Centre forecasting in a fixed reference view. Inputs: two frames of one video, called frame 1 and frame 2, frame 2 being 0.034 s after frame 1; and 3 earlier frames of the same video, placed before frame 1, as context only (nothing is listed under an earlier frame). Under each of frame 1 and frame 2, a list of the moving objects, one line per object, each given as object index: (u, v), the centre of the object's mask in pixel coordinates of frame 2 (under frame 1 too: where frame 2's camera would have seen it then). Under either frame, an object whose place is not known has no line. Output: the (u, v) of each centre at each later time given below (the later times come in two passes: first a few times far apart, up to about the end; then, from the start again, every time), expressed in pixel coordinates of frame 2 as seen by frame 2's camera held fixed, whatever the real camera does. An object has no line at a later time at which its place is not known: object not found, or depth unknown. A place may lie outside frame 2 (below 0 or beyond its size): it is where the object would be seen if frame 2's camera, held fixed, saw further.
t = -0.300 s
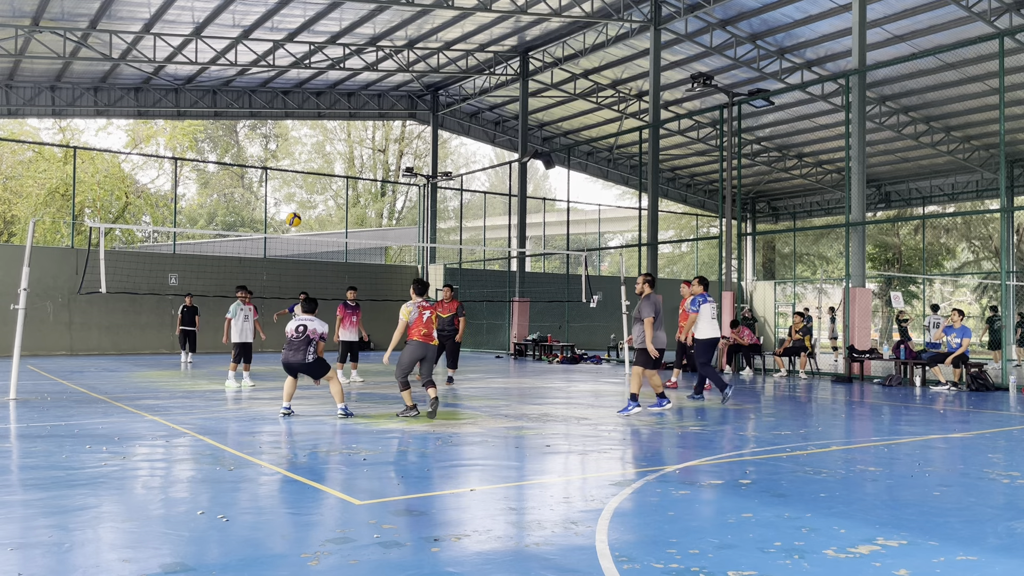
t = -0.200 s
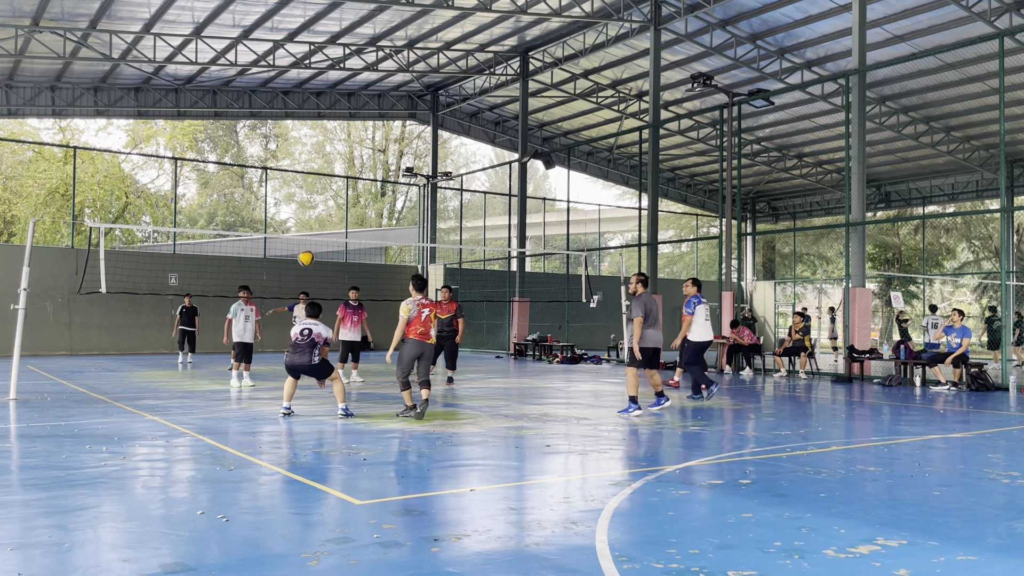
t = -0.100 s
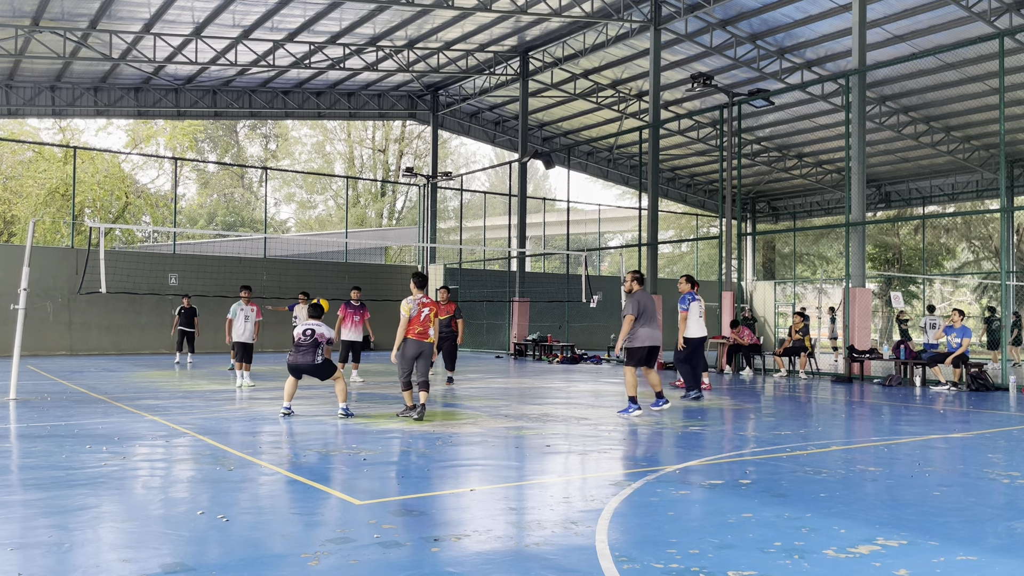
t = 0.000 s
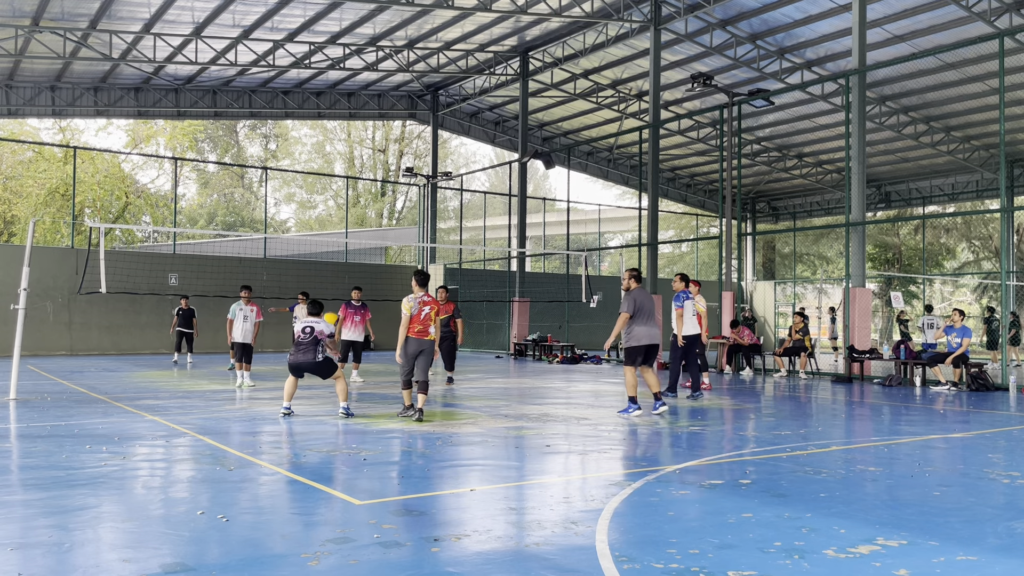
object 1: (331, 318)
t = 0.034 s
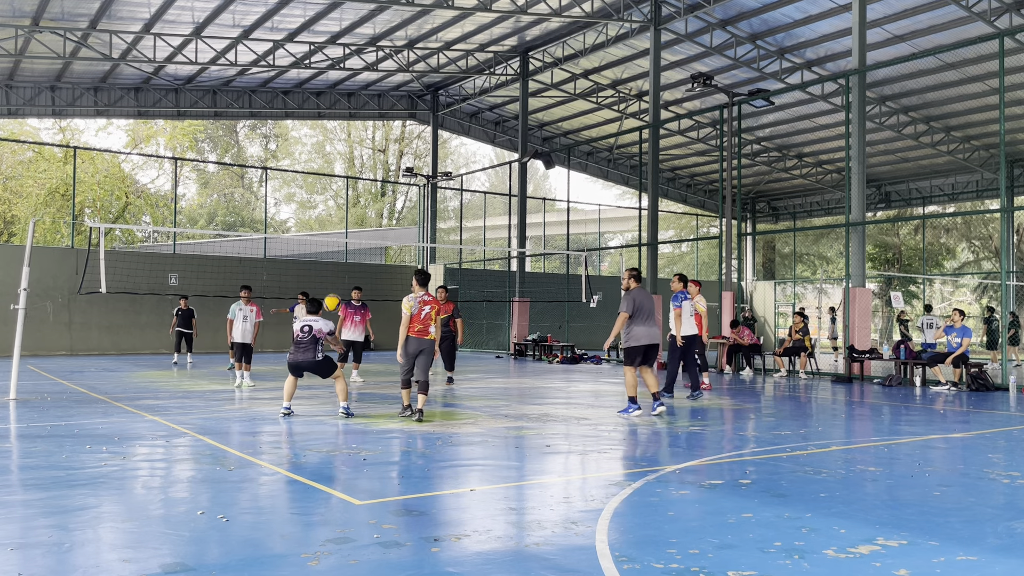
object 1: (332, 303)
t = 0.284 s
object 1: (344, 209)
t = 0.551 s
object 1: (353, 172)
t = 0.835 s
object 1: (360, 186)
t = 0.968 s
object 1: (364, 209)
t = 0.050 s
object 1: (333, 294)
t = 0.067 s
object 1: (334, 287)
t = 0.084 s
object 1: (335, 278)
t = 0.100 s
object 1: (336, 271)
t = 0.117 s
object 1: (337, 264)
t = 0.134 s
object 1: (337, 257)
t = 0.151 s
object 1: (338, 251)
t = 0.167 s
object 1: (339, 245)
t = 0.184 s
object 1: (340, 239)
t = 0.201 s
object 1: (340, 233)
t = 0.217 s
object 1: (341, 228)
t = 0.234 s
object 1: (342, 222)
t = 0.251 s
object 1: (342, 218)
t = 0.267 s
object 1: (343, 213)
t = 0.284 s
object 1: (344, 209)
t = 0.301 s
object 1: (345, 205)
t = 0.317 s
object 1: (345, 201)
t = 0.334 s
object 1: (346, 198)
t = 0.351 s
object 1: (347, 194)
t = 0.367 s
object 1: (347, 191)
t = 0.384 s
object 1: (348, 188)
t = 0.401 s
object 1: (348, 186)
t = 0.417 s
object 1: (349, 183)
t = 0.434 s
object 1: (350, 181)
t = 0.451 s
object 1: (350, 179)
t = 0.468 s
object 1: (351, 177)
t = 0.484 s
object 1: (351, 176)
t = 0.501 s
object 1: (352, 174)
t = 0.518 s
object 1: (352, 173)
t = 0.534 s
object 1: (353, 172)
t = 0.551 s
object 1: (353, 172)
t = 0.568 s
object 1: (353, 171)
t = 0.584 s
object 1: (354, 171)
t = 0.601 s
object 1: (354, 170)
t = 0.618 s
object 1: (355, 170)
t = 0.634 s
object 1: (355, 171)
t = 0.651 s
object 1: (356, 171)
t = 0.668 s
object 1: (356, 171)
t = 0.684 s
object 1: (357, 172)
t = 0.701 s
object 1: (357, 173)
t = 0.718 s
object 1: (358, 174)
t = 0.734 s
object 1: (358, 175)
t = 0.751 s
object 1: (359, 177)
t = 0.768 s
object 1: (359, 178)
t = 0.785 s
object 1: (359, 180)
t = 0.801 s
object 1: (360, 182)
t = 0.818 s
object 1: (360, 184)
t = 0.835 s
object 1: (360, 186)
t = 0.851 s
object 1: (361, 188)
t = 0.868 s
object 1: (361, 191)
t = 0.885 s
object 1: (362, 194)
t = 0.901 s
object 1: (362, 196)
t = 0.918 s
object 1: (362, 199)
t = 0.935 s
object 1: (363, 203)
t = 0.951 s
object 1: (363, 206)
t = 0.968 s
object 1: (364, 209)
